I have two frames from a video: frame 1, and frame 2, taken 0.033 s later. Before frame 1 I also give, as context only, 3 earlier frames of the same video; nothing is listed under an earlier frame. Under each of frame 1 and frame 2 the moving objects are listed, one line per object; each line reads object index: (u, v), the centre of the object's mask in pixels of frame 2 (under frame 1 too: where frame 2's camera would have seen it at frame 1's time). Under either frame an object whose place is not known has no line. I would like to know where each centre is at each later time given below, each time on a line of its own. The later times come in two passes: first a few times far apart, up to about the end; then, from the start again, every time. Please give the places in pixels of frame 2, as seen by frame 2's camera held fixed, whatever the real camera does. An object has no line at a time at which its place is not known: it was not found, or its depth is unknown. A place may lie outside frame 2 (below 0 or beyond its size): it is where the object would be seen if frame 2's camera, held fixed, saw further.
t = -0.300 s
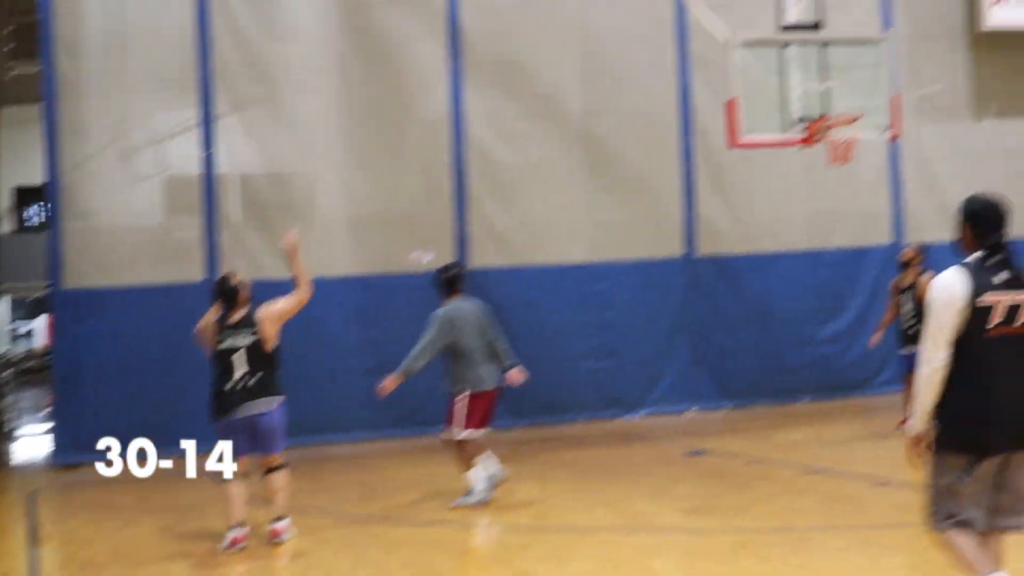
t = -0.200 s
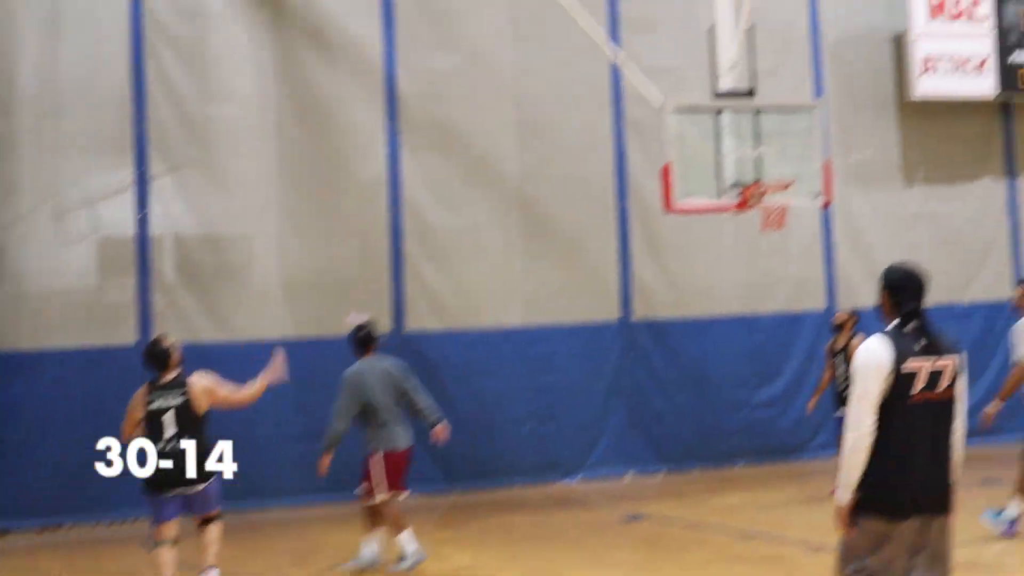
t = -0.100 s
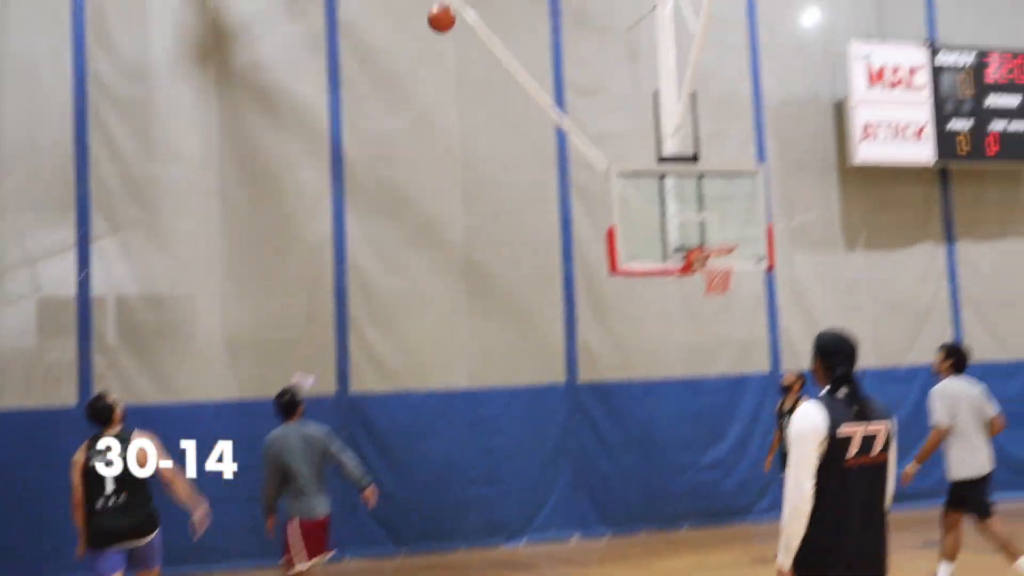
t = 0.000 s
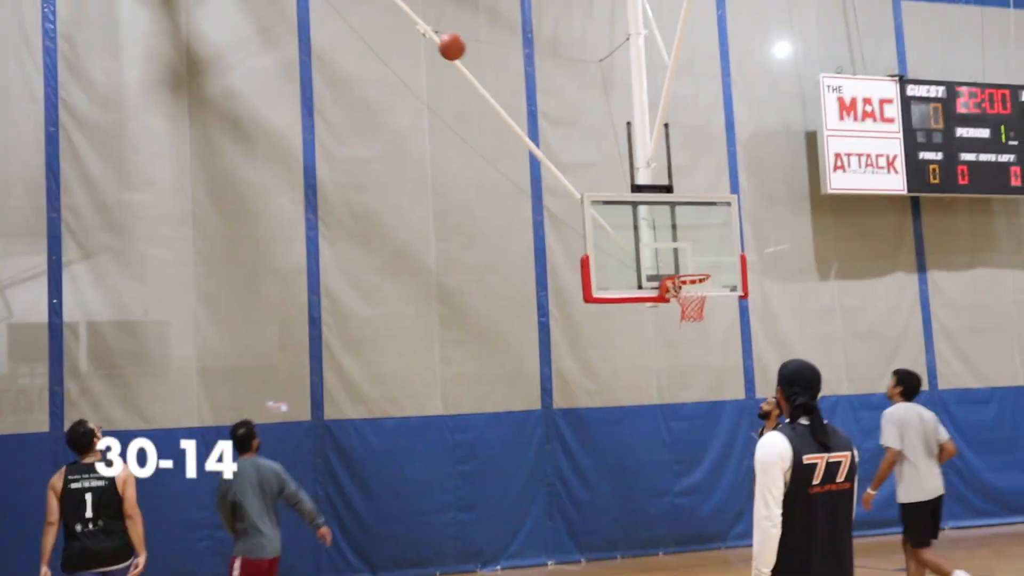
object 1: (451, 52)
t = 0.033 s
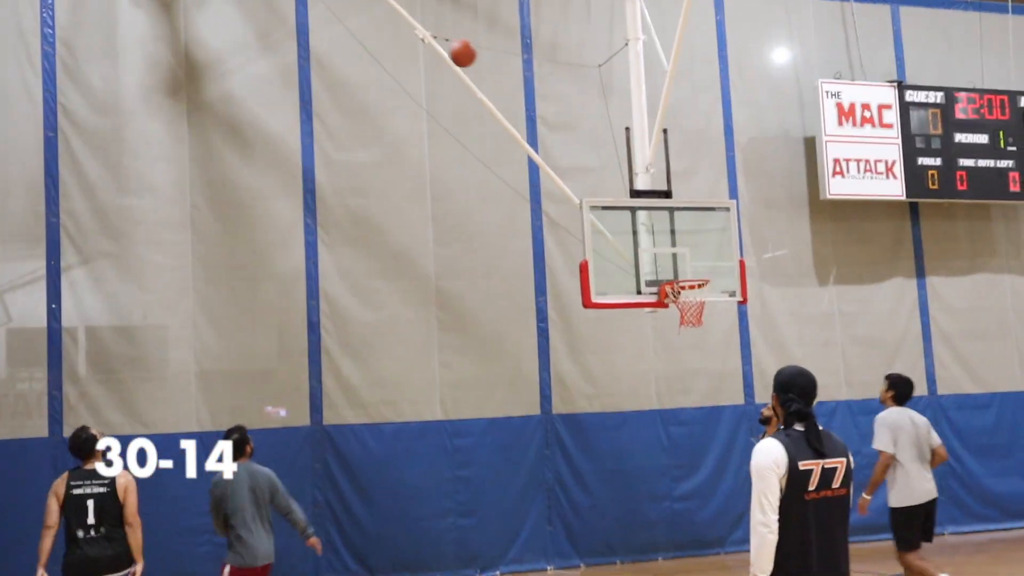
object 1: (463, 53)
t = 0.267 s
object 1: (541, 96)
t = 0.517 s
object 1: (620, 194)
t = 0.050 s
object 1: (469, 55)
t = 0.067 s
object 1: (474, 57)
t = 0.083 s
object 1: (480, 60)
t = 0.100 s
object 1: (486, 61)
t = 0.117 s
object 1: (492, 64)
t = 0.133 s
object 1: (497, 66)
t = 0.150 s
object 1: (503, 68)
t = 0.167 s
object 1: (509, 72)
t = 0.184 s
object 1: (515, 75)
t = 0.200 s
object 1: (520, 79)
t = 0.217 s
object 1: (526, 84)
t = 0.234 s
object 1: (531, 87)
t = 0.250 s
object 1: (537, 92)
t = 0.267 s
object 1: (541, 96)
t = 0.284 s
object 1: (547, 101)
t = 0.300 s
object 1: (552, 106)
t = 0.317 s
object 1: (557, 112)
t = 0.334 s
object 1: (563, 117)
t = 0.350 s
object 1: (568, 123)
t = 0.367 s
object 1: (573, 129)
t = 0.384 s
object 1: (579, 135)
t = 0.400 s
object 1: (584, 142)
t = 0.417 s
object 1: (589, 148)
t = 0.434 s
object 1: (594, 156)
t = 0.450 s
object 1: (599, 163)
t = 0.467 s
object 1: (604, 171)
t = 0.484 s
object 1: (609, 178)
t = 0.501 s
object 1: (615, 186)
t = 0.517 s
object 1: (620, 194)
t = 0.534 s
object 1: (625, 203)
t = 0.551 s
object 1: (629, 211)
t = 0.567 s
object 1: (634, 219)
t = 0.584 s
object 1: (639, 229)
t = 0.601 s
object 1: (645, 238)
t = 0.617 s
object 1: (650, 247)
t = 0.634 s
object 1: (654, 257)
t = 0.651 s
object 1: (659, 266)
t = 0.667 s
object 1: (663, 275)
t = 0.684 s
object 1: (660, 269)
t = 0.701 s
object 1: (657, 262)
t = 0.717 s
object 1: (654, 256)
